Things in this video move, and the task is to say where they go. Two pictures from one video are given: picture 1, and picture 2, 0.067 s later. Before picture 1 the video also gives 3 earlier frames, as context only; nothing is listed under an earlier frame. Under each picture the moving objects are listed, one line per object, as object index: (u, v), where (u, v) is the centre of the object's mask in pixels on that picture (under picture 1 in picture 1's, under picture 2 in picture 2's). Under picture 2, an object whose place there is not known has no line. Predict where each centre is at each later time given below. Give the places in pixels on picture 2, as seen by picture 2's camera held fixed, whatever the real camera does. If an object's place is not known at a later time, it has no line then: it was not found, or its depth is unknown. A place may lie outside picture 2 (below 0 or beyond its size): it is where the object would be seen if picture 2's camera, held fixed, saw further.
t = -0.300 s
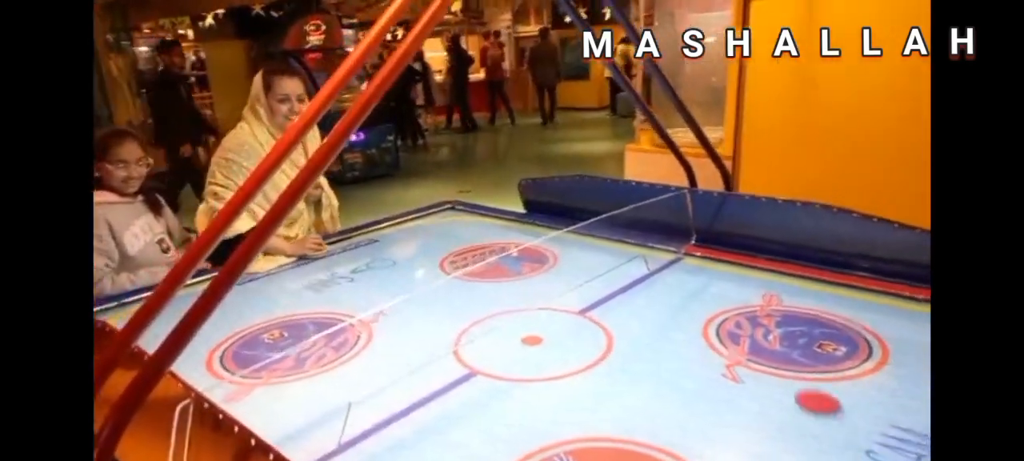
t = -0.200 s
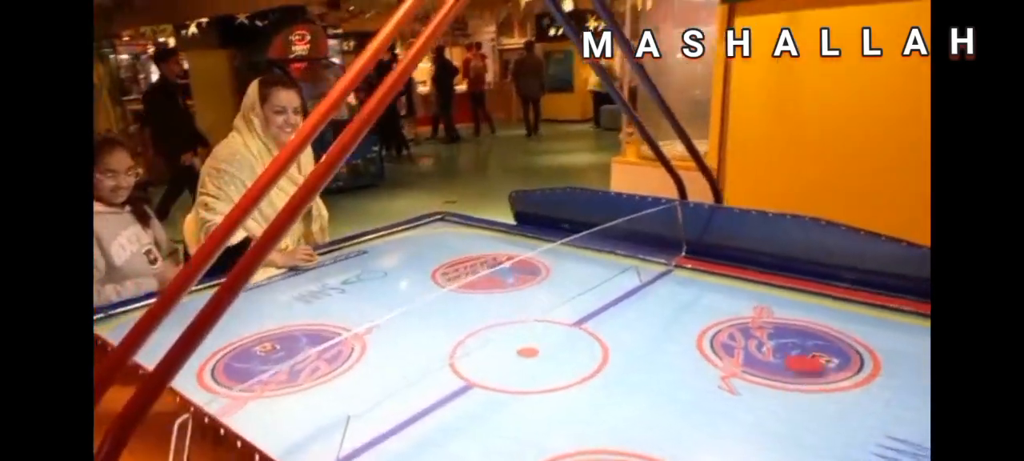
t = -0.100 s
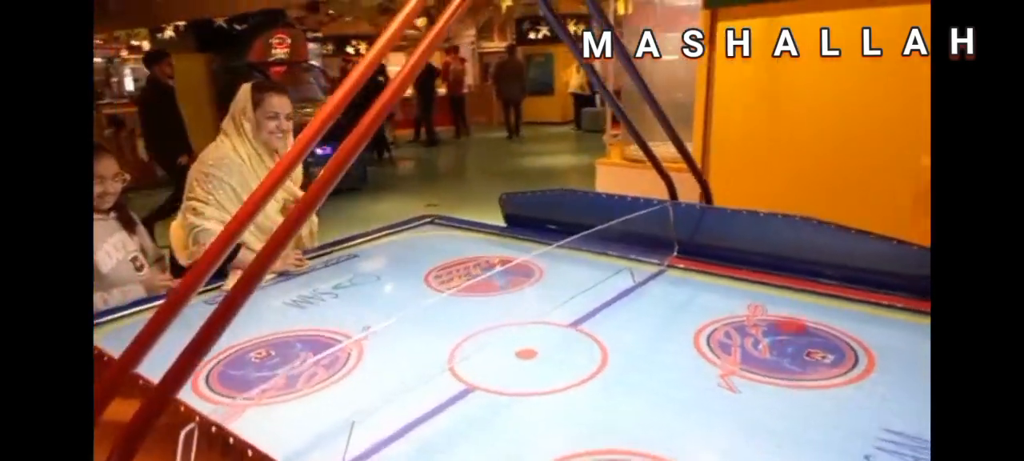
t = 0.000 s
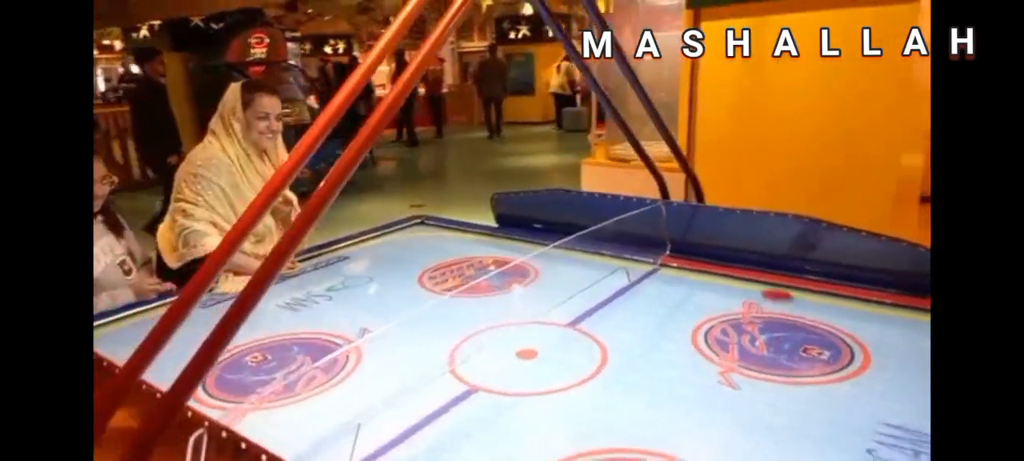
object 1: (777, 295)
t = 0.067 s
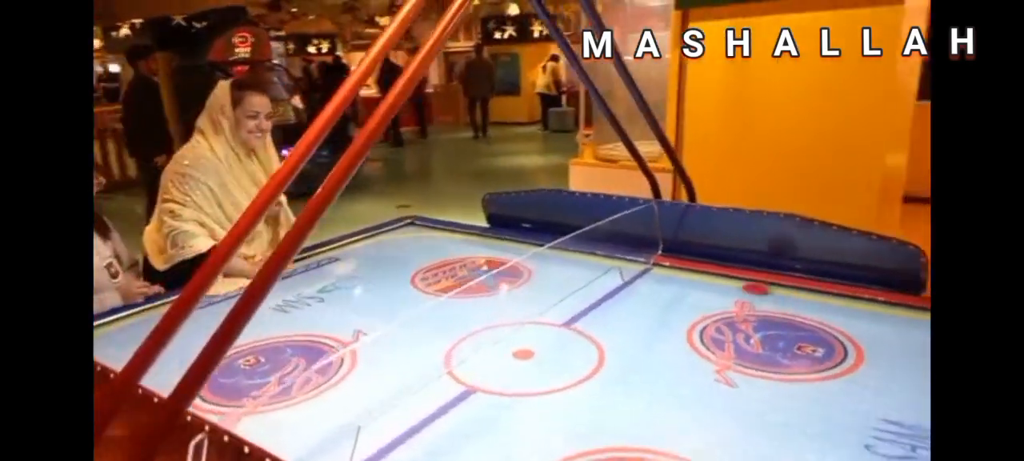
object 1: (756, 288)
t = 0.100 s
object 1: (747, 293)
